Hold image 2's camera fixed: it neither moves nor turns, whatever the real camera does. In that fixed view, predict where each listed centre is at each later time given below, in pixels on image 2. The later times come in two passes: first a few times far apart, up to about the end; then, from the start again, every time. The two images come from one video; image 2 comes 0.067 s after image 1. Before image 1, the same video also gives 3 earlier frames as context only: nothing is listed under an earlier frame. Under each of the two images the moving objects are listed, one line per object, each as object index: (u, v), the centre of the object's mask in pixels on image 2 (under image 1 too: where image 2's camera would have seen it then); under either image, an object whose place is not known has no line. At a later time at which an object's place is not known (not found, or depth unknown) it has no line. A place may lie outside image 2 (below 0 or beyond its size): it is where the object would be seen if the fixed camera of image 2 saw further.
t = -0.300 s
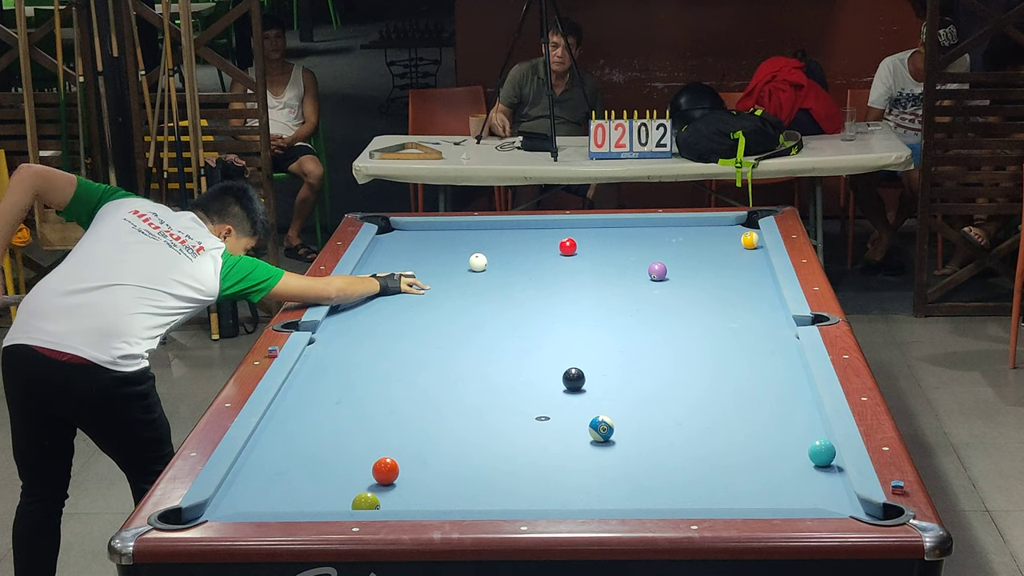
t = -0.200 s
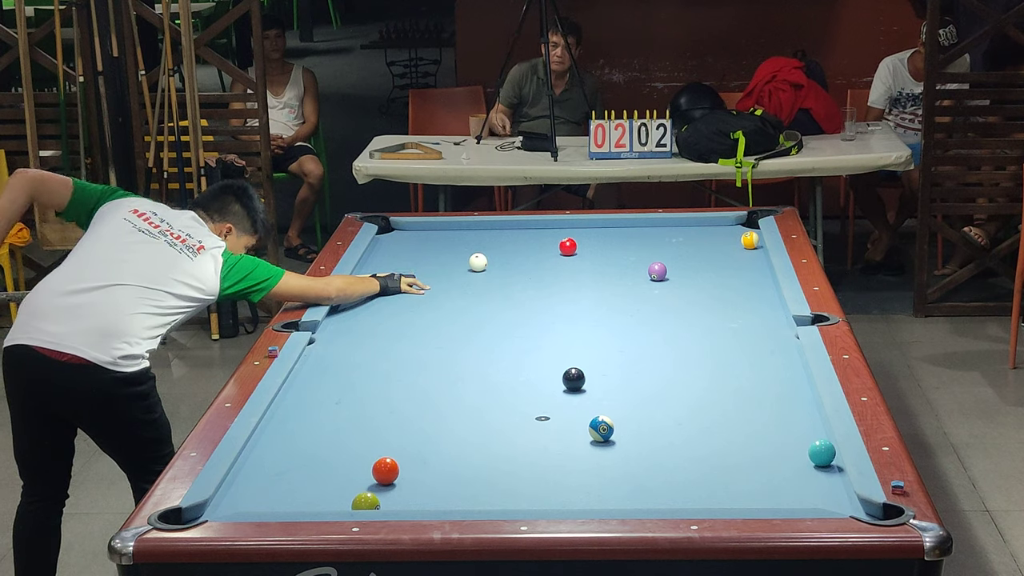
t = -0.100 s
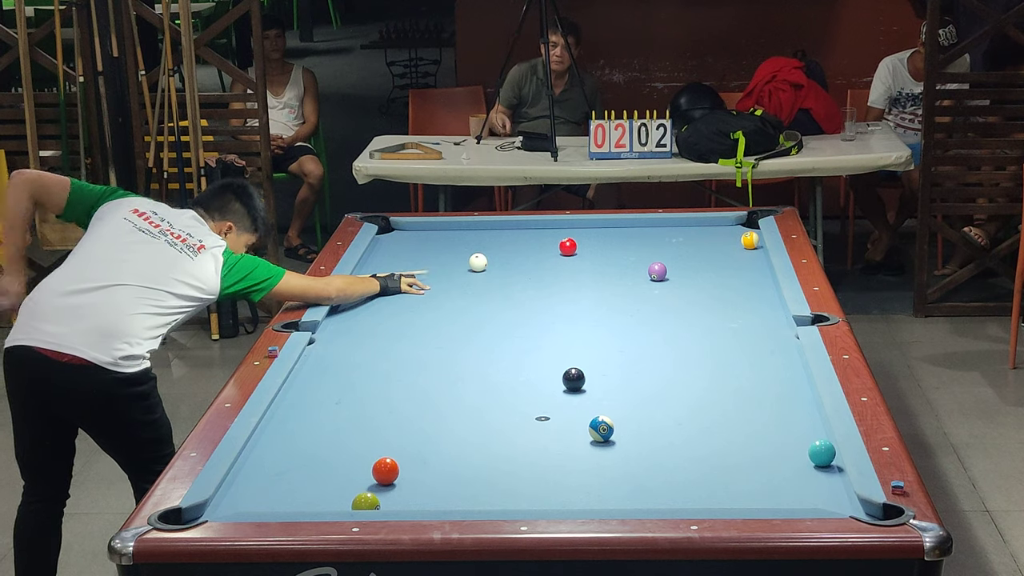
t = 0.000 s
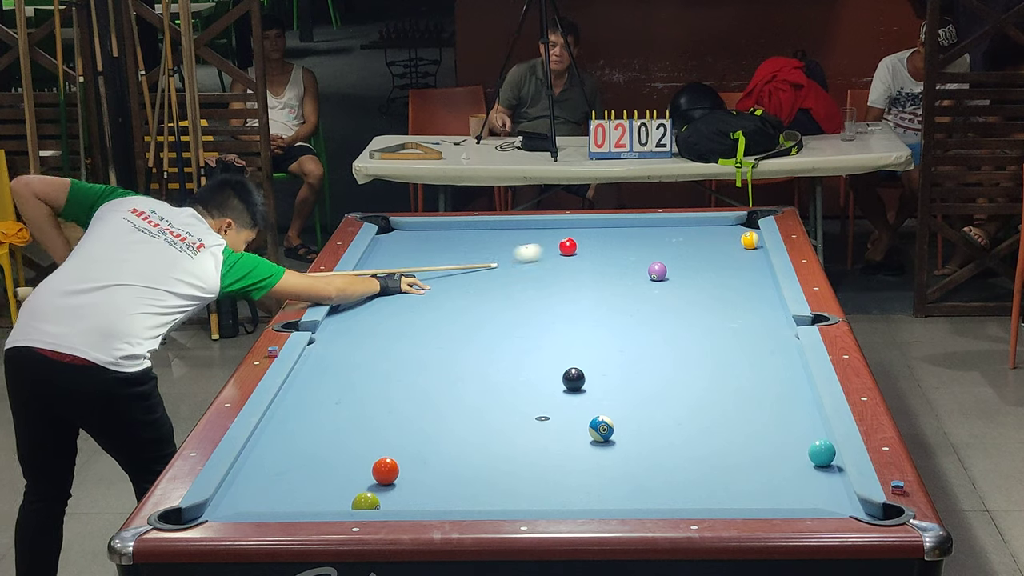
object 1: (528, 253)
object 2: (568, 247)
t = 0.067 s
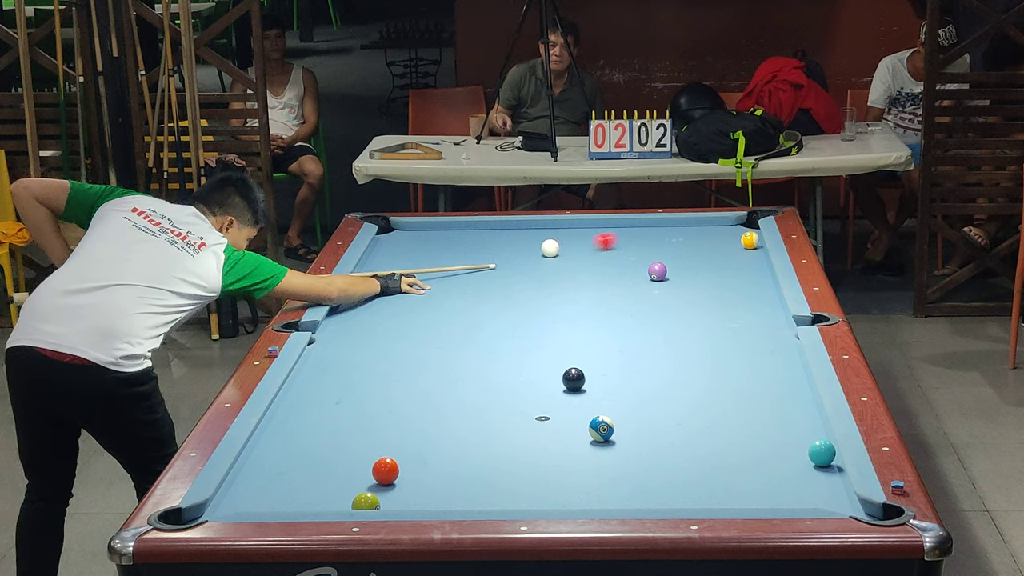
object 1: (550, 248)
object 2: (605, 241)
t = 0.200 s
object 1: (535, 247)
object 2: (713, 225)
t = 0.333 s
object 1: (510, 248)
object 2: (756, 224)
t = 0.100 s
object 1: (547, 247)
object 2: (634, 237)
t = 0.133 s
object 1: (544, 247)
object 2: (662, 232)
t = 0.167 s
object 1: (540, 247)
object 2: (689, 229)
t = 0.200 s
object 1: (535, 247)
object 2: (713, 225)
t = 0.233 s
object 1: (530, 247)
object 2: (737, 222)
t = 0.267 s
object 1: (524, 247)
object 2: (756, 218)
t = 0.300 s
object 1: (517, 248)
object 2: (766, 214)
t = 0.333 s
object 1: (510, 248)
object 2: (756, 224)
